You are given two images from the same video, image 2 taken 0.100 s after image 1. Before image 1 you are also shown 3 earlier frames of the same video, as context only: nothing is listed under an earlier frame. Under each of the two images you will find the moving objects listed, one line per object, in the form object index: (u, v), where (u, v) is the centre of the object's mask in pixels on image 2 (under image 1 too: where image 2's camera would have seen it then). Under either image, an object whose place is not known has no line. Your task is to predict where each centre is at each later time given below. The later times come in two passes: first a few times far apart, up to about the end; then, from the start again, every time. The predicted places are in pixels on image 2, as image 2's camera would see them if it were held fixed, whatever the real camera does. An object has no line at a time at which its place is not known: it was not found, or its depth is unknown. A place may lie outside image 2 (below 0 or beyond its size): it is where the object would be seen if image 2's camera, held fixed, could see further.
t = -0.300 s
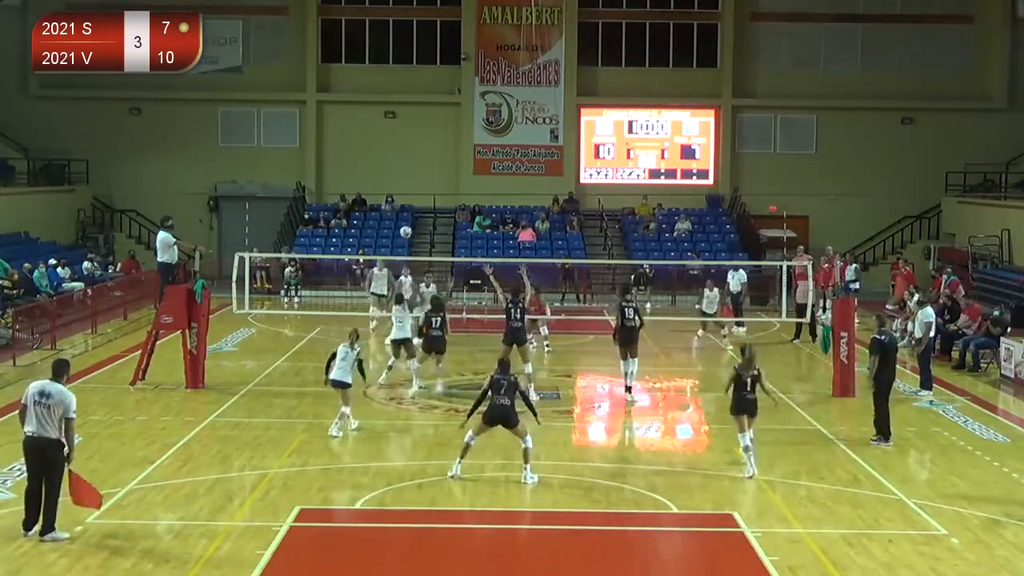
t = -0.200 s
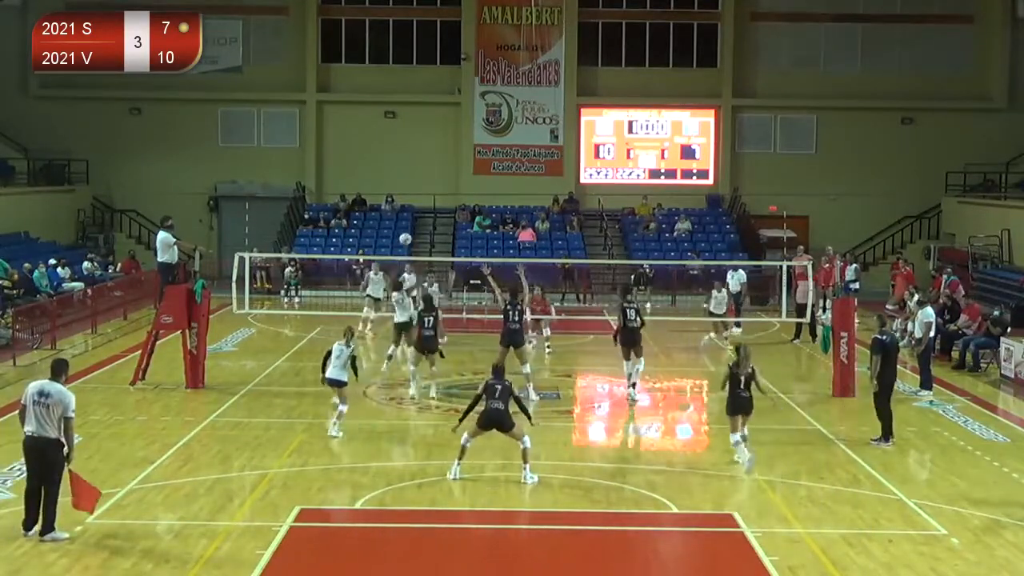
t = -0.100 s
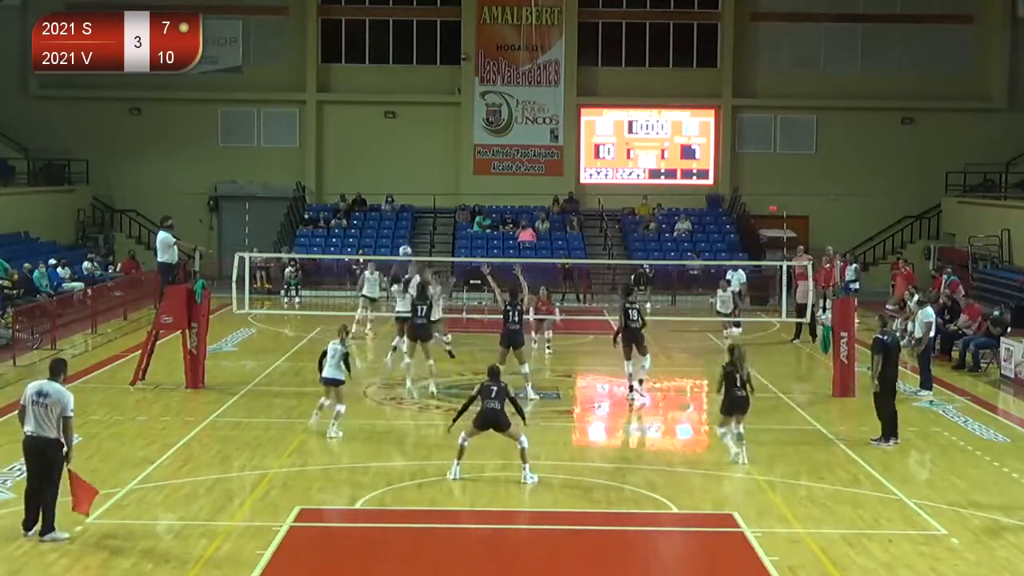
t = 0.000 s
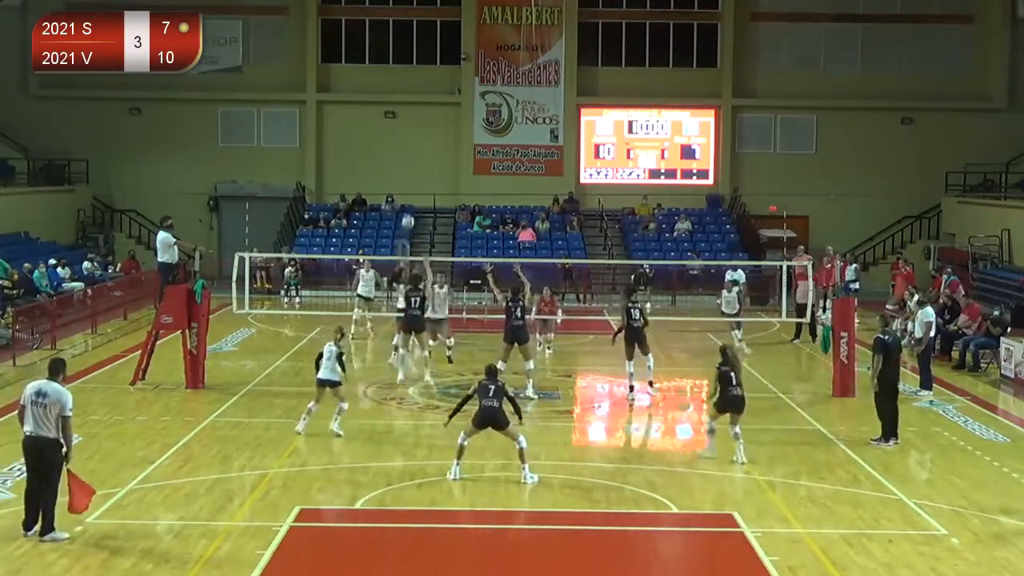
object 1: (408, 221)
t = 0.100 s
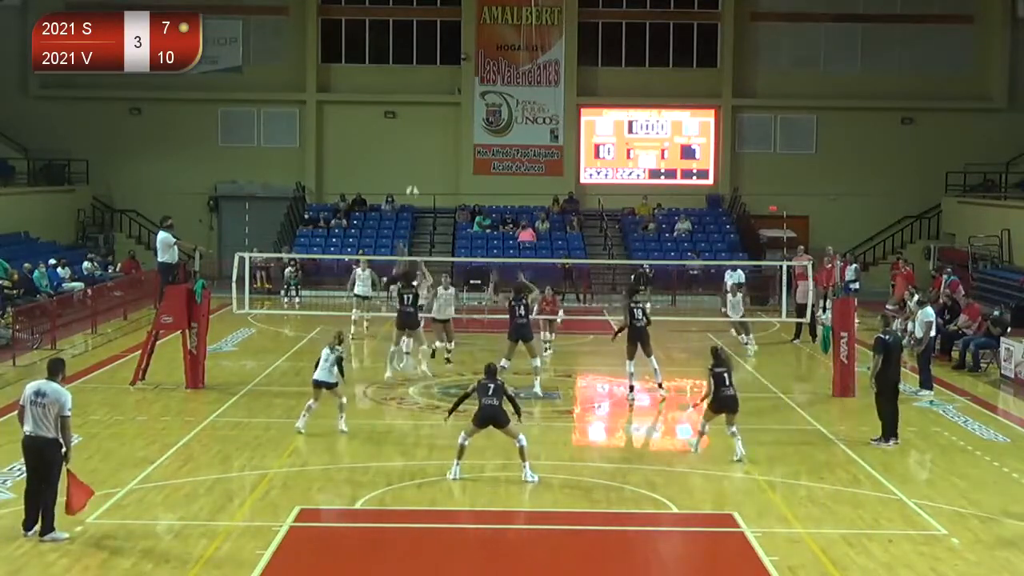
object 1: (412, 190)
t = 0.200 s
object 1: (416, 168)
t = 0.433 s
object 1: (425, 138)
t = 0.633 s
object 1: (433, 135)
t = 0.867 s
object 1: (441, 160)
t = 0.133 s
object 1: (413, 183)
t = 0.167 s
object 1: (415, 173)
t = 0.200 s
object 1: (416, 168)
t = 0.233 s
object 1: (417, 162)
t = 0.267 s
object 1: (418, 157)
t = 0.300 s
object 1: (420, 152)
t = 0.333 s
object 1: (422, 147)
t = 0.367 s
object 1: (422, 143)
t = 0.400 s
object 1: (424, 140)
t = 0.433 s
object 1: (425, 138)
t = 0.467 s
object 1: (426, 136)
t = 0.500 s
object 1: (428, 134)
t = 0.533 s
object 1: (429, 134)
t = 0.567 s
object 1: (431, 134)
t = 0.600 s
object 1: (432, 135)
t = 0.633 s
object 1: (433, 135)
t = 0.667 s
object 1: (434, 137)
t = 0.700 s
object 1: (435, 139)
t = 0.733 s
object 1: (437, 142)
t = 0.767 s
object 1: (438, 146)
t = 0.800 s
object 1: (440, 150)
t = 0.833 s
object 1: (441, 154)
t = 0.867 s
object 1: (441, 160)
